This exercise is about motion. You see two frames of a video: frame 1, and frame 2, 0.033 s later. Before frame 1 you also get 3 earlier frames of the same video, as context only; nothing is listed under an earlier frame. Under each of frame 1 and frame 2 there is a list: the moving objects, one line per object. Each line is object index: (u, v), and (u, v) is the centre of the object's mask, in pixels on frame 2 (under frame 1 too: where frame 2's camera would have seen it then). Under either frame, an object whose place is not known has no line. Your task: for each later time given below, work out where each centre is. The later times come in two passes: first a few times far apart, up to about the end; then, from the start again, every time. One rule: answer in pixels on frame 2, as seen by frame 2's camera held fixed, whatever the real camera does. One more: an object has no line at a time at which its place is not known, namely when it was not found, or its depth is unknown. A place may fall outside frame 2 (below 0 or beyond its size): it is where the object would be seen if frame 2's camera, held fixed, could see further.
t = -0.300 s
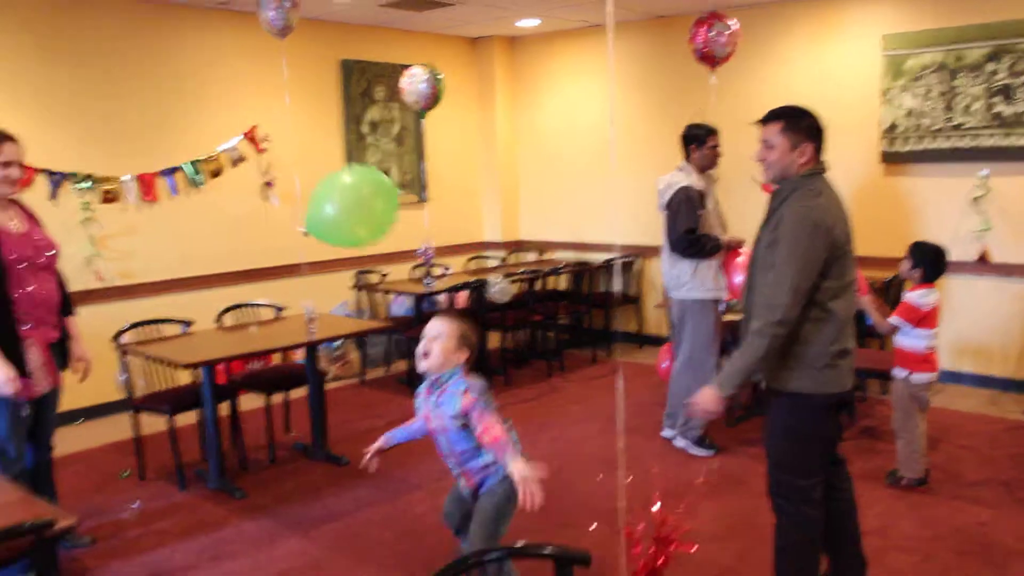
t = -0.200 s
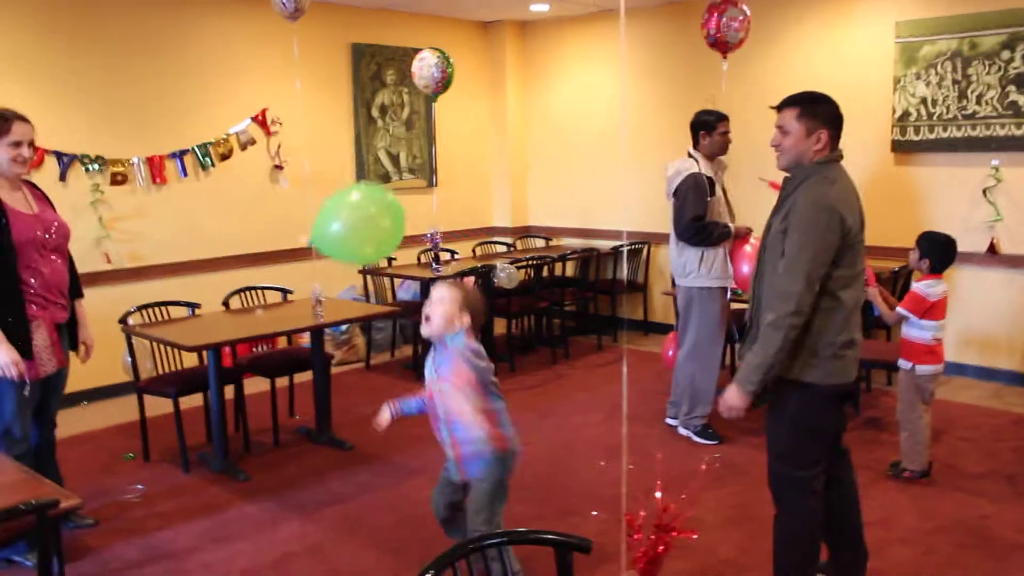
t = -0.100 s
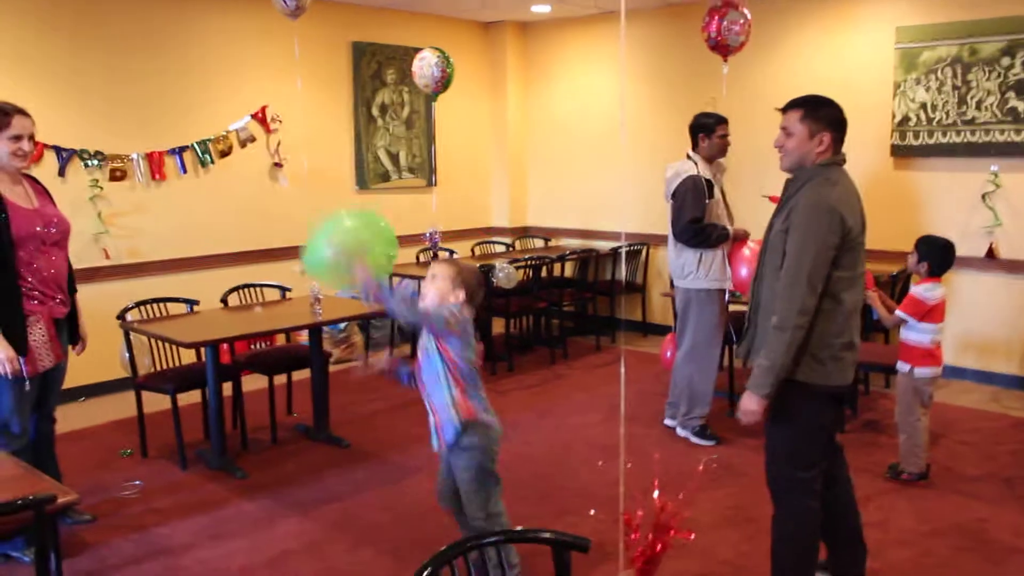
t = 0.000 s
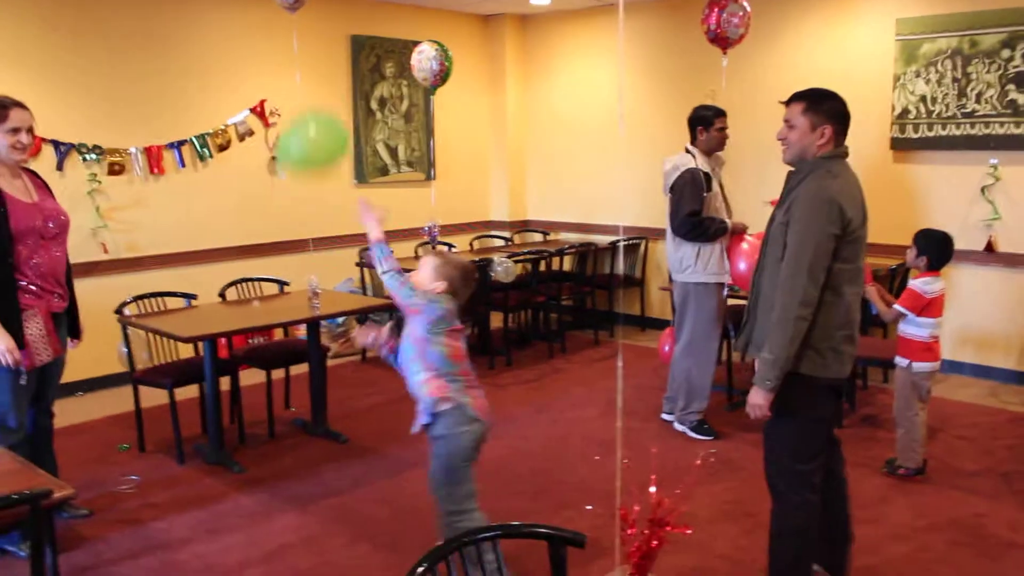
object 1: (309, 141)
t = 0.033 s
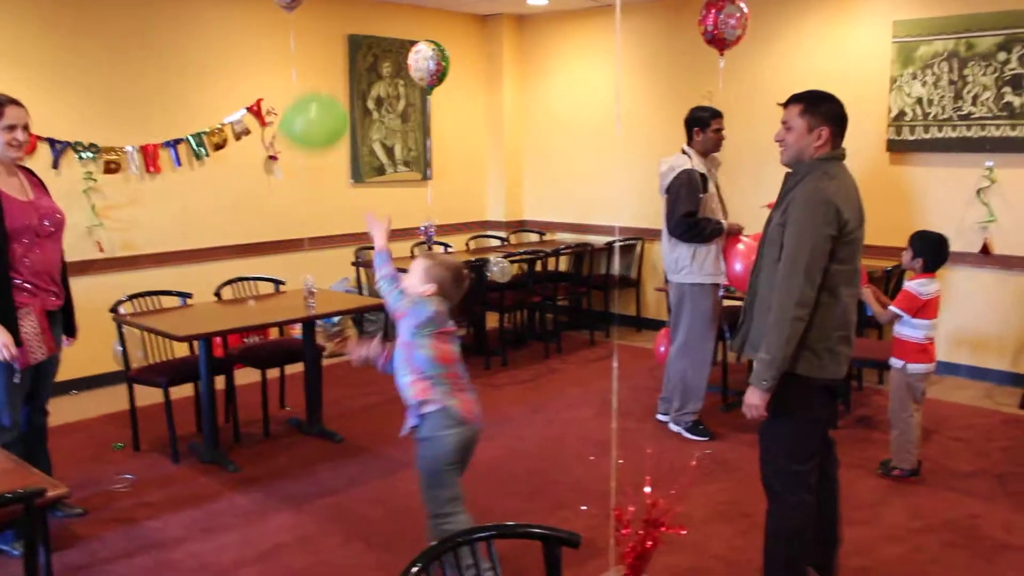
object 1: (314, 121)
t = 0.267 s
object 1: (321, 76)
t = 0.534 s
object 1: (297, 69)
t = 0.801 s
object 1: (272, 64)
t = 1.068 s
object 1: (251, 57)
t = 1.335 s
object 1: (229, 65)
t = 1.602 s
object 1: (208, 86)
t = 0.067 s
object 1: (320, 107)
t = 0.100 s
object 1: (323, 97)
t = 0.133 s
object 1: (324, 90)
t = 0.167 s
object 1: (324, 84)
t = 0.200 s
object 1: (322, 80)
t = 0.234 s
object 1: (321, 78)
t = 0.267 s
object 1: (321, 76)
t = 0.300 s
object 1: (319, 75)
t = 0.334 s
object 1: (317, 74)
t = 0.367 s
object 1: (314, 73)
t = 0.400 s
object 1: (310, 72)
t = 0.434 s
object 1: (307, 71)
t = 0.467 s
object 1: (303, 71)
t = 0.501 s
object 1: (300, 70)
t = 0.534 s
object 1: (297, 69)
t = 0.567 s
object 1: (293, 69)
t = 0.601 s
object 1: (290, 68)
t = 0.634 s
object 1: (286, 68)
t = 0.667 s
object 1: (283, 67)
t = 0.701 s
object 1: (280, 67)
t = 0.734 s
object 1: (278, 66)
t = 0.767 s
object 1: (275, 65)
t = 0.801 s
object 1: (272, 64)
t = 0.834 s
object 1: (269, 63)
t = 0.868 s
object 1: (267, 62)
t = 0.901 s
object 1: (264, 61)
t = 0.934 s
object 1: (261, 59)
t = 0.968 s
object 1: (259, 58)
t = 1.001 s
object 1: (256, 57)
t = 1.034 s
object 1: (254, 57)
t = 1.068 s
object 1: (251, 57)
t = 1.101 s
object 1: (249, 56)
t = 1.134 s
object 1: (246, 57)
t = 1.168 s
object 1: (243, 57)
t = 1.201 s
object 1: (240, 58)
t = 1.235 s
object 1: (237, 60)
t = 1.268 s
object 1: (234, 61)
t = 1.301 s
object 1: (231, 63)
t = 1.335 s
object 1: (229, 65)
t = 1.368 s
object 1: (226, 67)
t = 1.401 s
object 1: (223, 69)
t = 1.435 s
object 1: (220, 72)
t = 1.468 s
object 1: (217, 74)
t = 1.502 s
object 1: (215, 77)
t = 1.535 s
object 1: (213, 79)
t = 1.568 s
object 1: (211, 83)
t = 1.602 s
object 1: (208, 86)
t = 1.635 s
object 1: (206, 90)
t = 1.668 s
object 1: (203, 93)
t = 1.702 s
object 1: (201, 97)
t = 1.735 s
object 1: (200, 101)
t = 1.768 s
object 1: (198, 105)
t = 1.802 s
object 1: (196, 109)
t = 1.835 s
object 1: (194, 114)
